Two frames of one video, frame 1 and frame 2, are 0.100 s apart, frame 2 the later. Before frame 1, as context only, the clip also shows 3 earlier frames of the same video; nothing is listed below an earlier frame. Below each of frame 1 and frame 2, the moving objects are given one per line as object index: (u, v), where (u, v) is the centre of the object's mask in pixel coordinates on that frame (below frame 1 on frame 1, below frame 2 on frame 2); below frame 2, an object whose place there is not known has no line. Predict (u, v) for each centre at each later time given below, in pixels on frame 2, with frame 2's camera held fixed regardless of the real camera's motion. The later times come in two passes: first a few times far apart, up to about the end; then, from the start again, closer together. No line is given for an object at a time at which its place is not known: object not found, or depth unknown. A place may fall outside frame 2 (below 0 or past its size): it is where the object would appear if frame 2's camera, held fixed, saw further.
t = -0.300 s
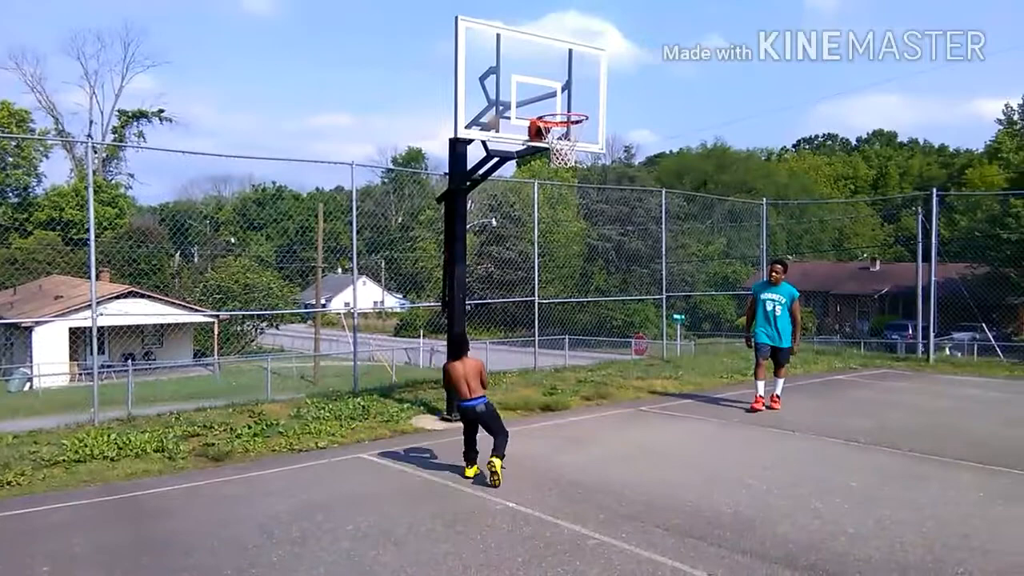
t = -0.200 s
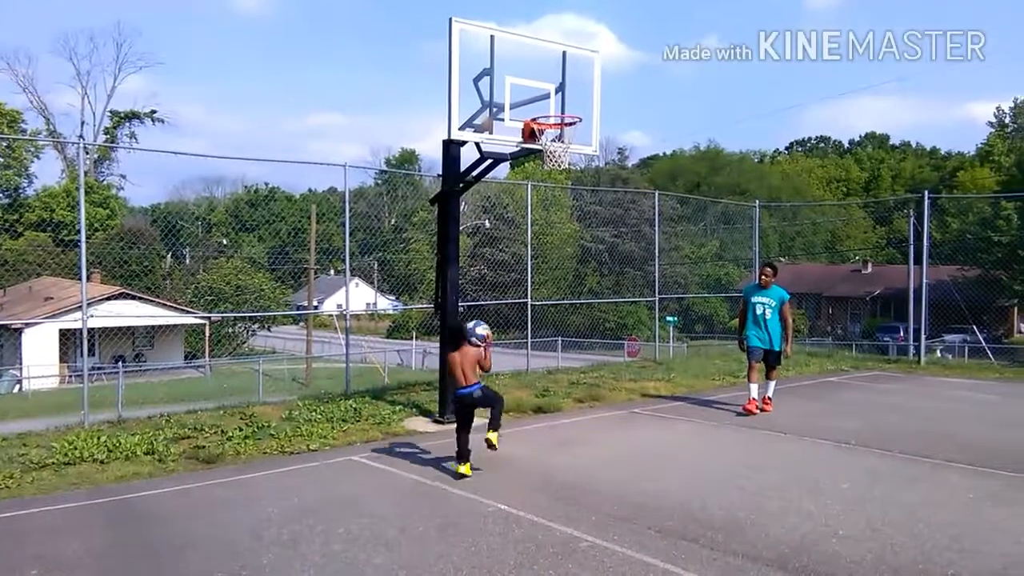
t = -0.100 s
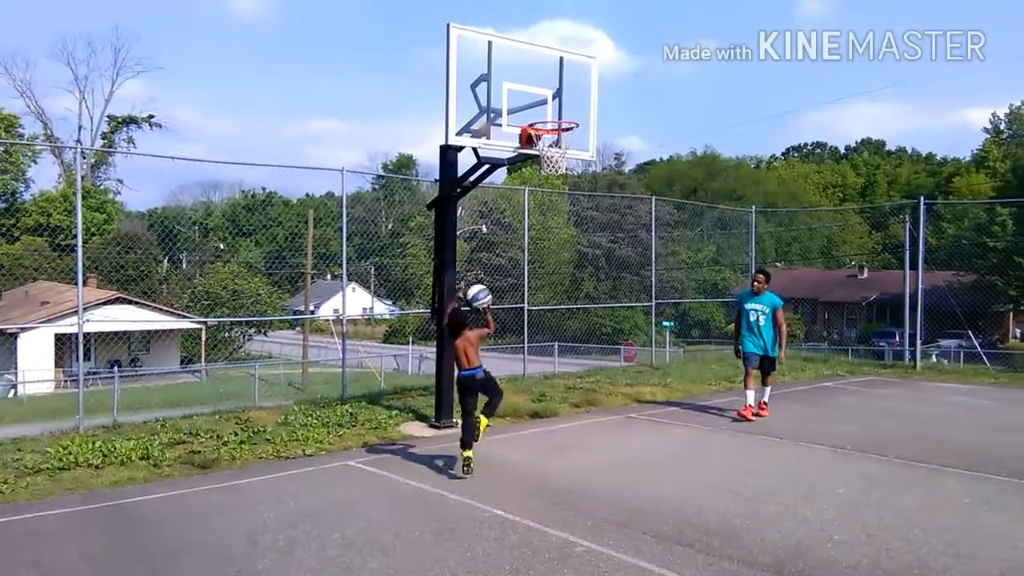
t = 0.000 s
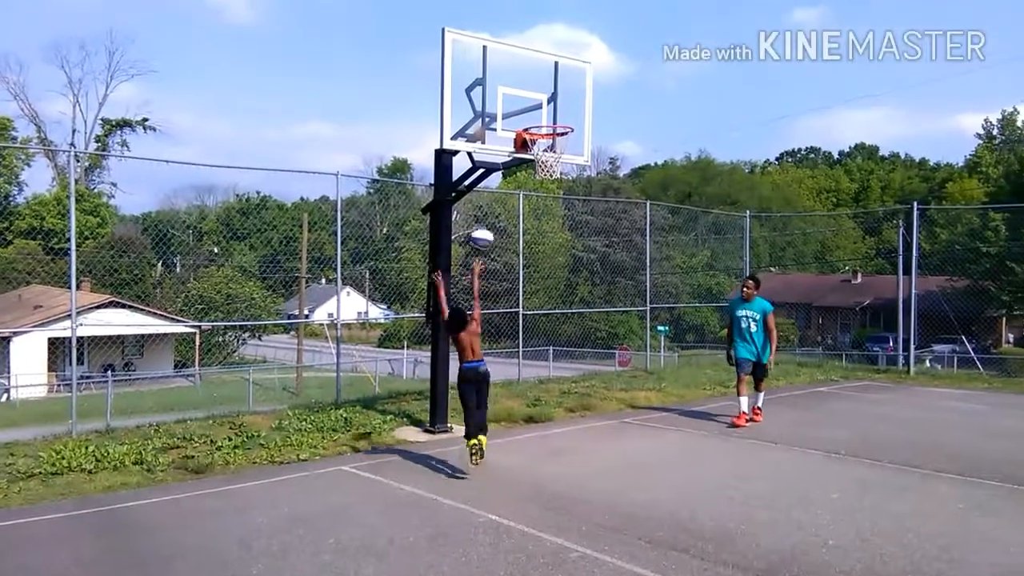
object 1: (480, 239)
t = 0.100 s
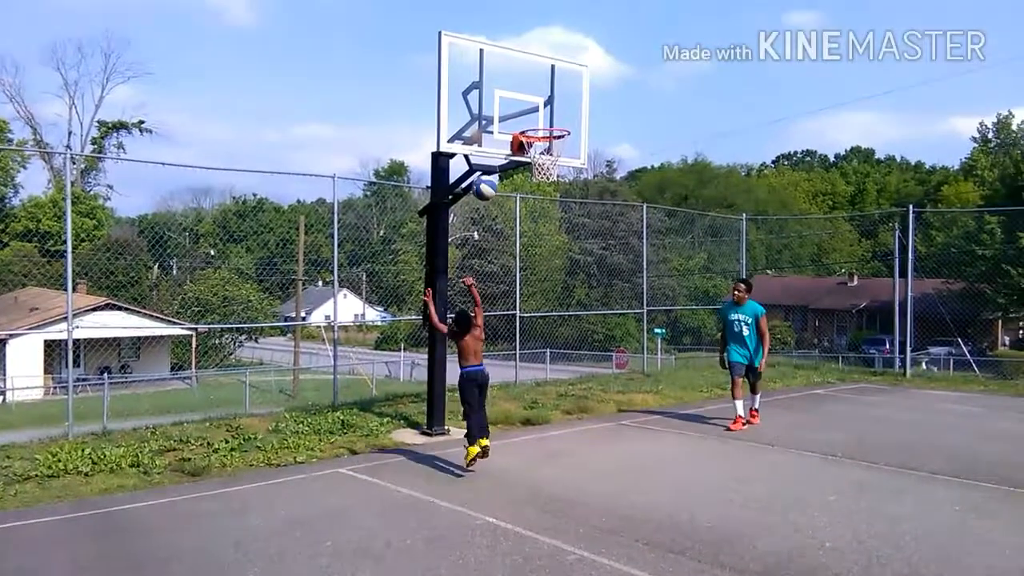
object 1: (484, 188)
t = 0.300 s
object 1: (496, 121)
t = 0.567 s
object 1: (524, 110)
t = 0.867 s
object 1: (561, 172)
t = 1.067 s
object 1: (560, 215)
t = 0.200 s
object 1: (490, 148)
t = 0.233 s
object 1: (492, 137)
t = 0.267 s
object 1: (494, 128)
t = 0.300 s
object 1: (496, 121)
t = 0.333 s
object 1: (498, 115)
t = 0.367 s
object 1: (499, 109)
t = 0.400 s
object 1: (501, 106)
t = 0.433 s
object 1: (503, 104)
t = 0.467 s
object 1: (508, 104)
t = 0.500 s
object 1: (514, 105)
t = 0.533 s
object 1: (518, 107)
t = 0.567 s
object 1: (524, 110)
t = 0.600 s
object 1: (529, 115)
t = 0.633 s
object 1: (534, 120)
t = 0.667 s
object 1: (539, 128)
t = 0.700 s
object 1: (544, 137)
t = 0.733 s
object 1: (550, 147)
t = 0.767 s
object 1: (554, 155)
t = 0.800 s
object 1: (558, 162)
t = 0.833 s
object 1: (560, 166)
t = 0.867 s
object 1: (561, 172)
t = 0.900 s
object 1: (560, 174)
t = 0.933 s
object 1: (560, 178)
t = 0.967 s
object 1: (559, 184)
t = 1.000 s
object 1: (560, 194)
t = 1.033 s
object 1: (560, 204)
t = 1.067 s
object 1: (560, 215)
